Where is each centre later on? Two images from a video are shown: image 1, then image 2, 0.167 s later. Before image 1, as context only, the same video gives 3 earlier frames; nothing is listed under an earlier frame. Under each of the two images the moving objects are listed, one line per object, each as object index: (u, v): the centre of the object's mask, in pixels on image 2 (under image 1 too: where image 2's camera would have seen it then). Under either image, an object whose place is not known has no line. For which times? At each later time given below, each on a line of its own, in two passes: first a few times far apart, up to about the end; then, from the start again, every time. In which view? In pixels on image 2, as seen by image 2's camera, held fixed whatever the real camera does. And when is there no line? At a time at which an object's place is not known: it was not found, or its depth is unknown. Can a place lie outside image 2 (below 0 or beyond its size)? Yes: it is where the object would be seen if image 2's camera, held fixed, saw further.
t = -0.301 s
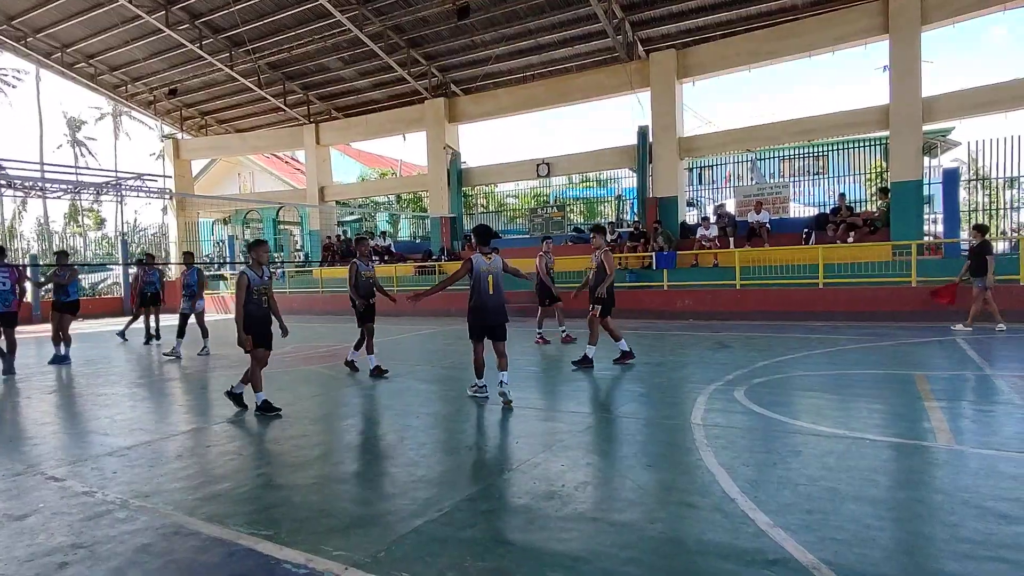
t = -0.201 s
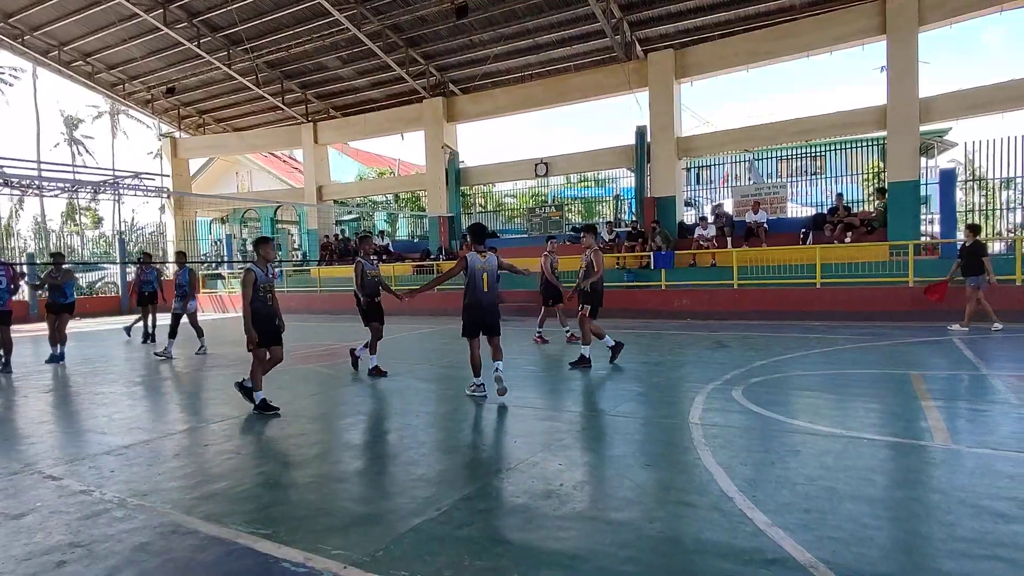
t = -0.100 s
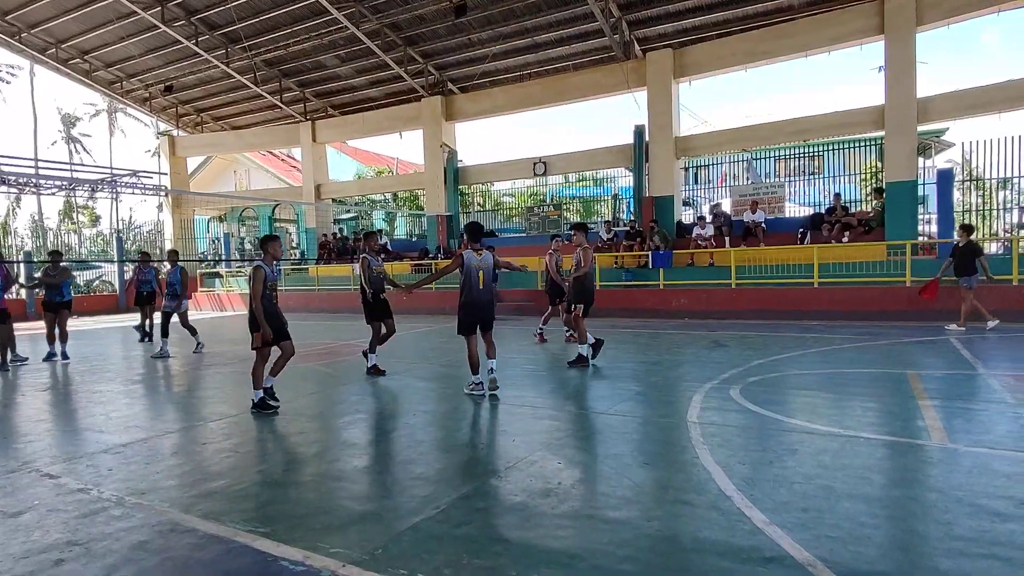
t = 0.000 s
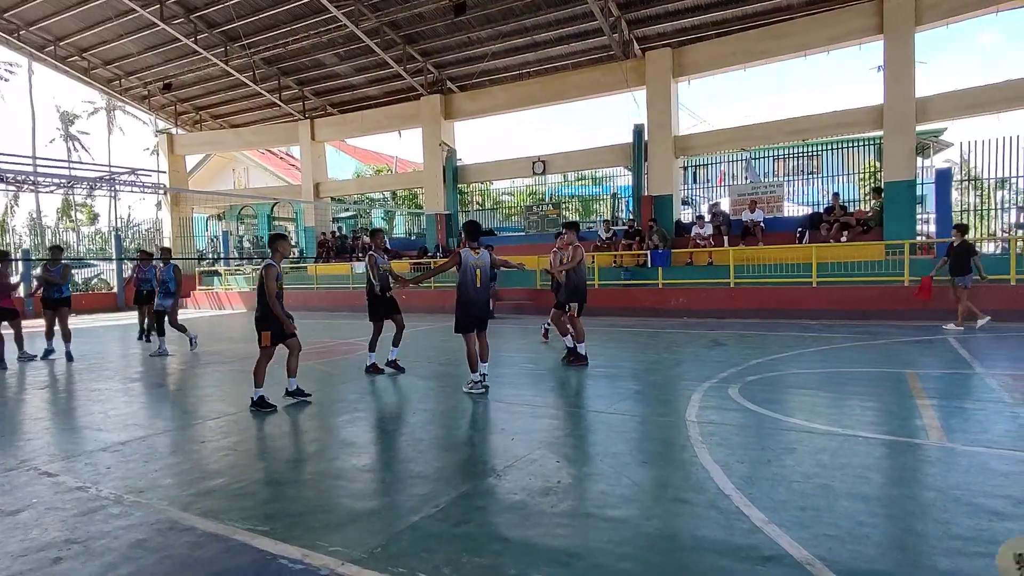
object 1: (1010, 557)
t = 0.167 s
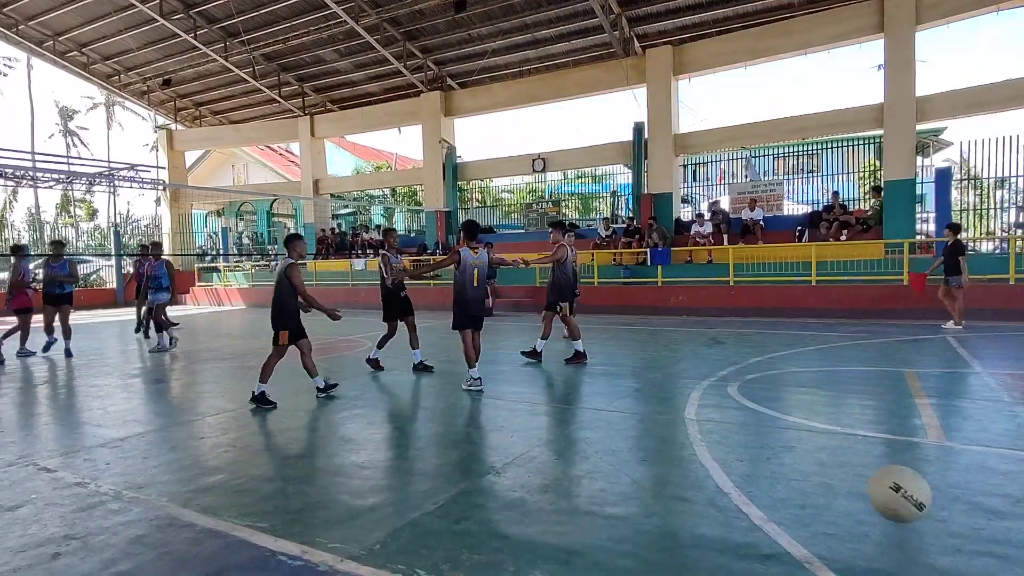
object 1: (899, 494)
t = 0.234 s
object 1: (853, 470)
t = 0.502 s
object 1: (692, 480)
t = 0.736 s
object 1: (580, 458)
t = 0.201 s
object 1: (876, 480)
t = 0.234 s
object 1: (853, 470)
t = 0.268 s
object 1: (831, 462)
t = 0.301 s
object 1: (809, 456)
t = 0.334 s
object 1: (787, 454)
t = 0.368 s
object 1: (767, 454)
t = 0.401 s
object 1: (747, 457)
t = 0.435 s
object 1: (728, 463)
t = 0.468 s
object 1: (710, 470)
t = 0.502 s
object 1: (692, 480)
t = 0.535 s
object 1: (675, 492)
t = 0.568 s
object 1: (658, 506)
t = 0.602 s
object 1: (642, 510)
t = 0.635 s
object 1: (626, 494)
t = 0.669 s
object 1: (610, 479)
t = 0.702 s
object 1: (595, 468)
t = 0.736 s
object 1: (580, 458)
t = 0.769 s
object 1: (566, 451)
